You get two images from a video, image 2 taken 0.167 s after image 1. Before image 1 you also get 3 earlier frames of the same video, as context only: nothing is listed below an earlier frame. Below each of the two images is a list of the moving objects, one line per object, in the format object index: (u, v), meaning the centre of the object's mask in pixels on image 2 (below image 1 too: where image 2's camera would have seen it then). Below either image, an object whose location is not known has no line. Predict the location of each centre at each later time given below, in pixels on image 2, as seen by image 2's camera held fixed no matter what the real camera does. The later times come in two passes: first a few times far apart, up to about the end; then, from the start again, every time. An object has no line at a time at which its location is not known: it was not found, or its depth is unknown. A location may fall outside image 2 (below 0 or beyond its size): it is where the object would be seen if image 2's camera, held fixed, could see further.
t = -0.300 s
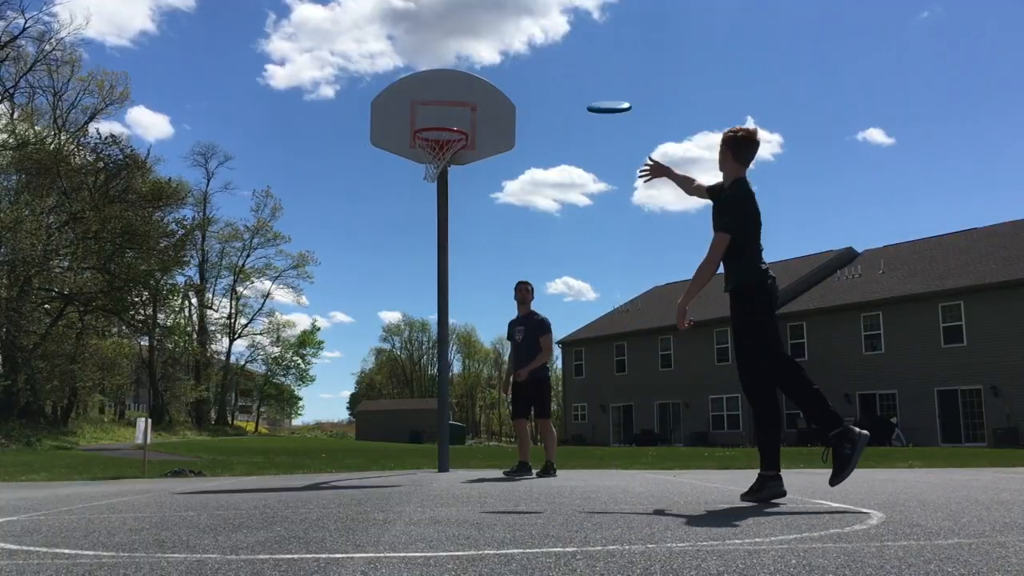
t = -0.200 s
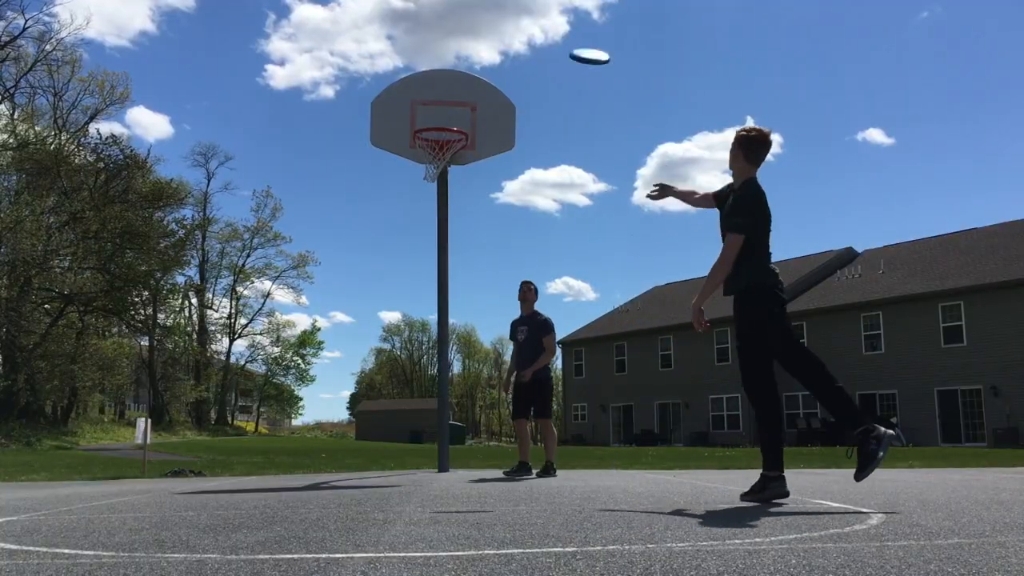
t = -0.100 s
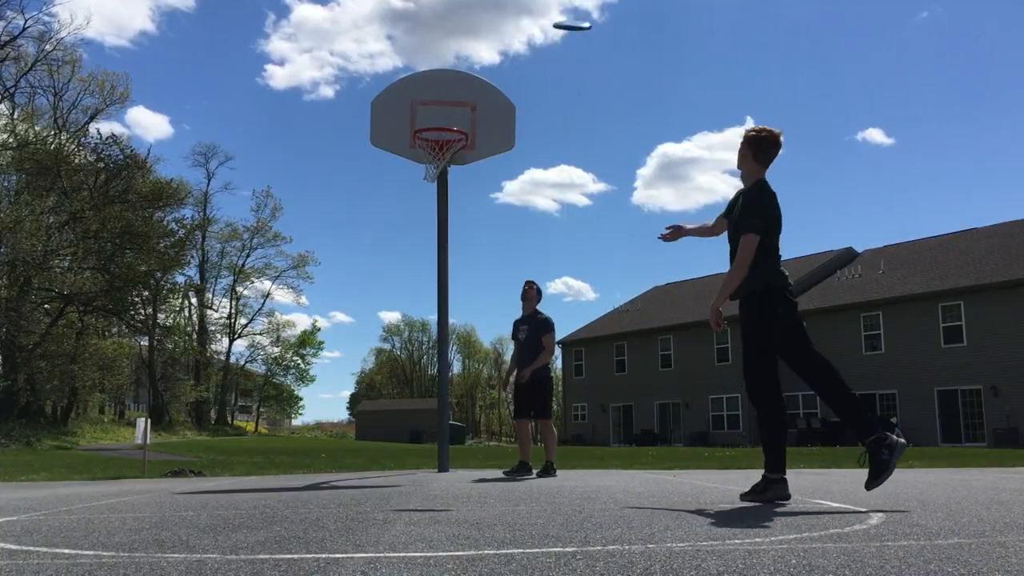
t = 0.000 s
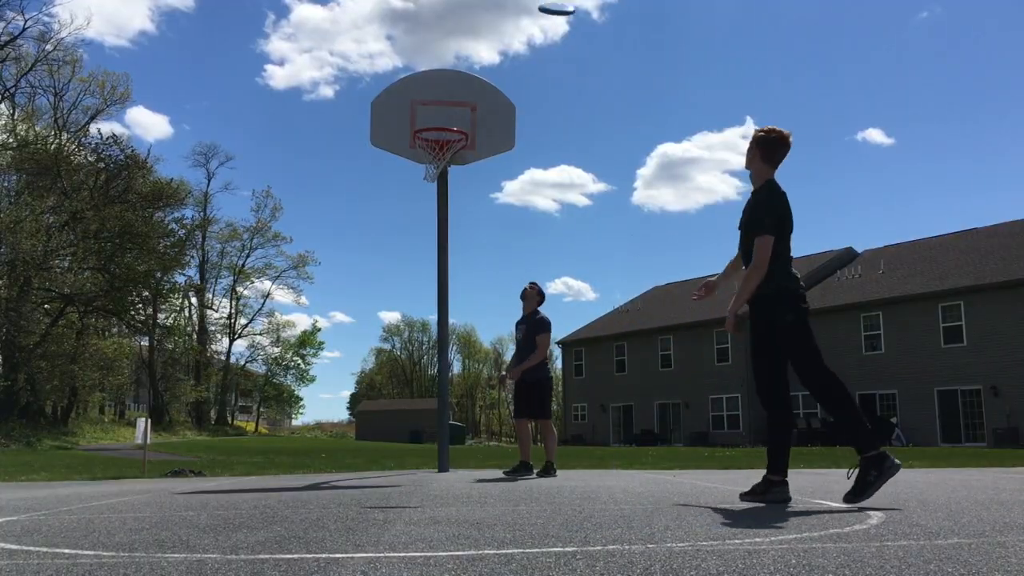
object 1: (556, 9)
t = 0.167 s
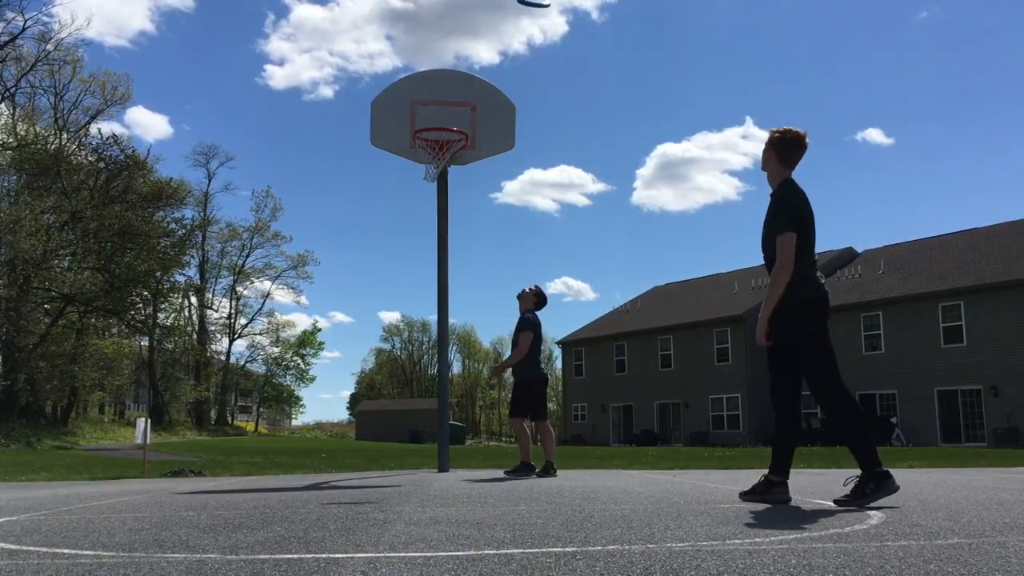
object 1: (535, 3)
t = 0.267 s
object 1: (521, 9)
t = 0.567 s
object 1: (491, 63)
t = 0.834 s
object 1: (470, 104)
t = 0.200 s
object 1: (530, 4)
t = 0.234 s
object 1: (525, 6)
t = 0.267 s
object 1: (521, 9)
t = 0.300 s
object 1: (517, 13)
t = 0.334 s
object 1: (513, 18)
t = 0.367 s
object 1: (510, 24)
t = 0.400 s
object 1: (507, 29)
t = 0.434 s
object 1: (503, 35)
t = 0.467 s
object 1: (500, 42)
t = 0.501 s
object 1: (497, 49)
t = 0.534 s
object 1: (494, 56)
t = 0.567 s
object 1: (491, 63)
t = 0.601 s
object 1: (488, 70)
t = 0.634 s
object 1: (488, 78)
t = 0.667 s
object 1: (485, 81)
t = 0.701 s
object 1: (484, 84)
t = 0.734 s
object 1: (482, 88)
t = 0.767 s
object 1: (479, 92)
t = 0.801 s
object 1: (475, 97)
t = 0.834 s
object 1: (470, 104)
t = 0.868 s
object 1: (465, 109)
